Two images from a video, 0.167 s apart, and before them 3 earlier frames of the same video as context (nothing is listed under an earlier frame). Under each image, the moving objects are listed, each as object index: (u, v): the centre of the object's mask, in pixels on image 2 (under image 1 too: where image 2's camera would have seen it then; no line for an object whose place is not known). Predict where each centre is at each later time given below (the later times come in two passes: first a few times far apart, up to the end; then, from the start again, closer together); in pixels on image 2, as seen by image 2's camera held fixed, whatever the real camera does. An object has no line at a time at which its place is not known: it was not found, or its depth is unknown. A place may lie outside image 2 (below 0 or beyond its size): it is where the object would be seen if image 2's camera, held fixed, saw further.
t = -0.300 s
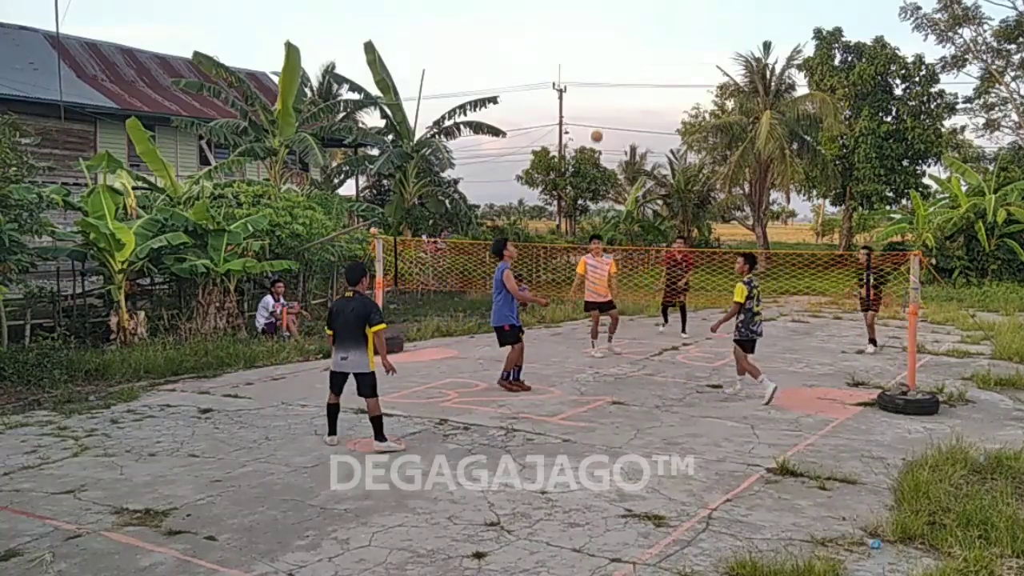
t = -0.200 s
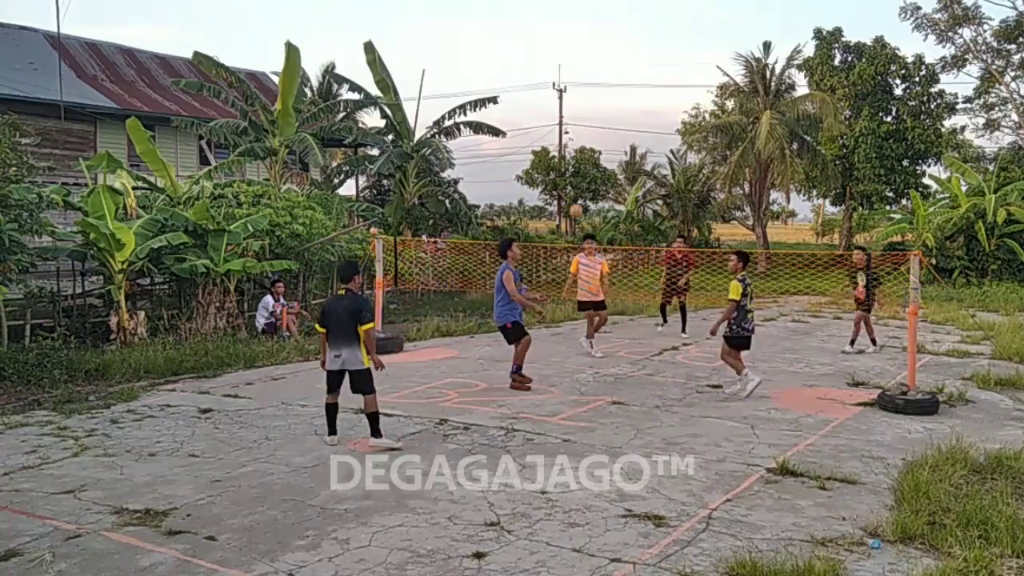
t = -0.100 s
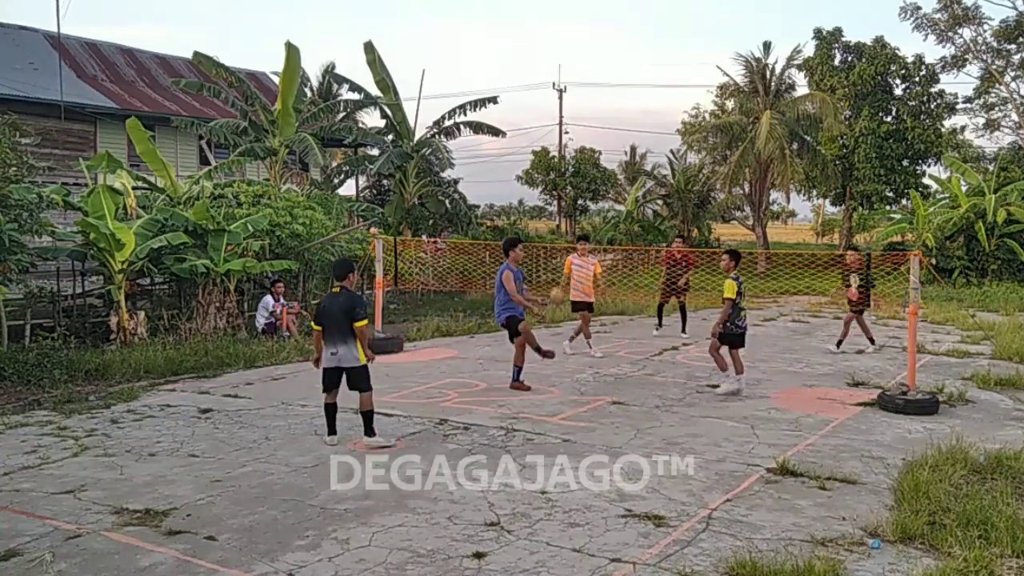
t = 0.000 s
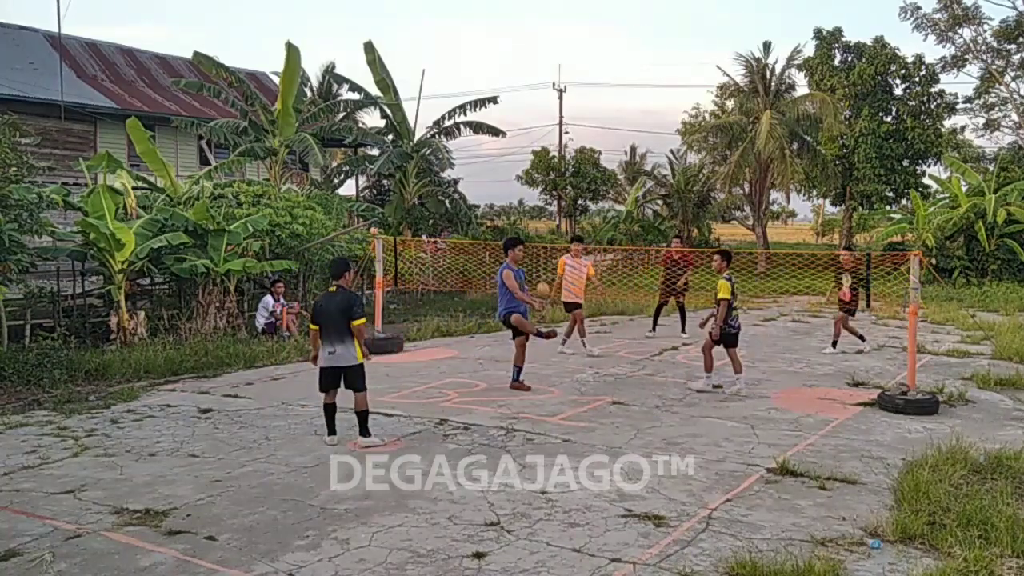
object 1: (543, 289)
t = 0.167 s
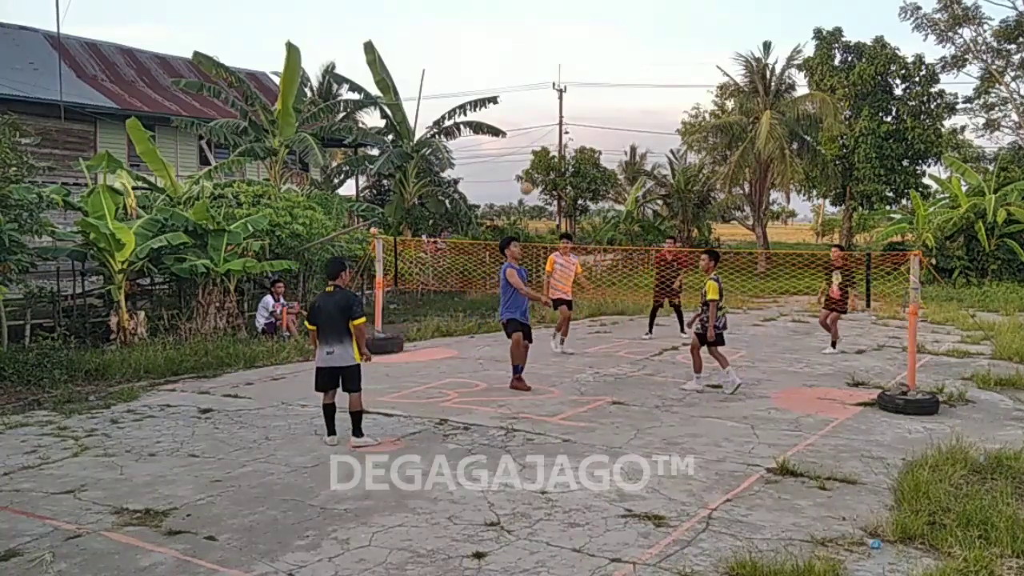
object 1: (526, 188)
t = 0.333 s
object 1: (509, 114)
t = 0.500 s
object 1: (491, 65)
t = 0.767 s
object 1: (462, 44)
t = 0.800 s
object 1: (459, 46)
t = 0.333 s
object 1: (509, 114)
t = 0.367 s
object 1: (505, 102)
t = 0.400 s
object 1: (502, 91)
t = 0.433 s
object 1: (498, 82)
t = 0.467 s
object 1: (495, 73)
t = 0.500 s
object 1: (491, 65)
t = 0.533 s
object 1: (487, 59)
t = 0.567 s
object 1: (484, 53)
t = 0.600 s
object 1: (480, 49)
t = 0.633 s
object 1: (477, 46)
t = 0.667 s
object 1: (473, 44)
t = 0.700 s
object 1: (469, 43)
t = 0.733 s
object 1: (466, 43)
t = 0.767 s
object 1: (462, 44)
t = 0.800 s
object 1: (459, 46)
